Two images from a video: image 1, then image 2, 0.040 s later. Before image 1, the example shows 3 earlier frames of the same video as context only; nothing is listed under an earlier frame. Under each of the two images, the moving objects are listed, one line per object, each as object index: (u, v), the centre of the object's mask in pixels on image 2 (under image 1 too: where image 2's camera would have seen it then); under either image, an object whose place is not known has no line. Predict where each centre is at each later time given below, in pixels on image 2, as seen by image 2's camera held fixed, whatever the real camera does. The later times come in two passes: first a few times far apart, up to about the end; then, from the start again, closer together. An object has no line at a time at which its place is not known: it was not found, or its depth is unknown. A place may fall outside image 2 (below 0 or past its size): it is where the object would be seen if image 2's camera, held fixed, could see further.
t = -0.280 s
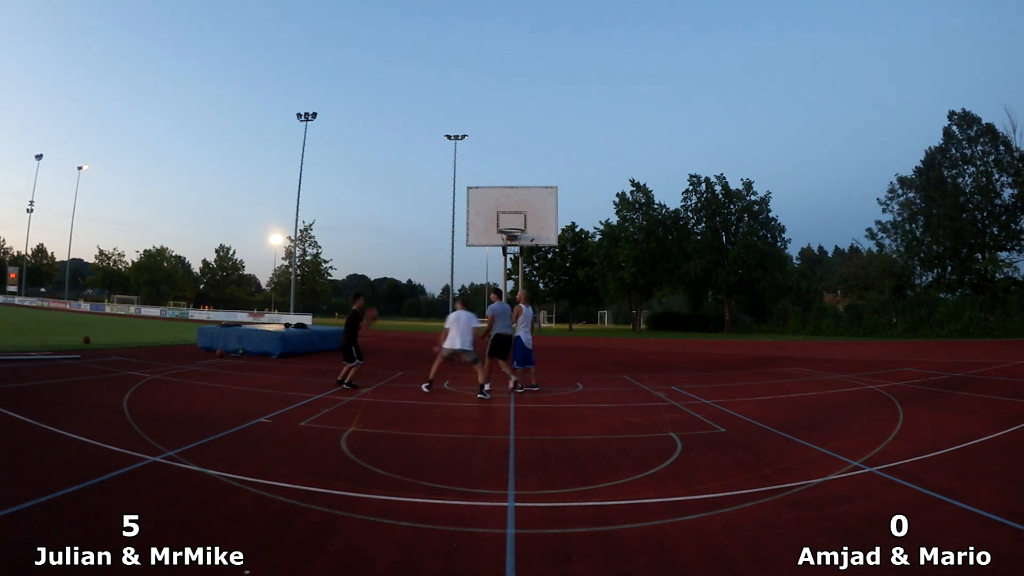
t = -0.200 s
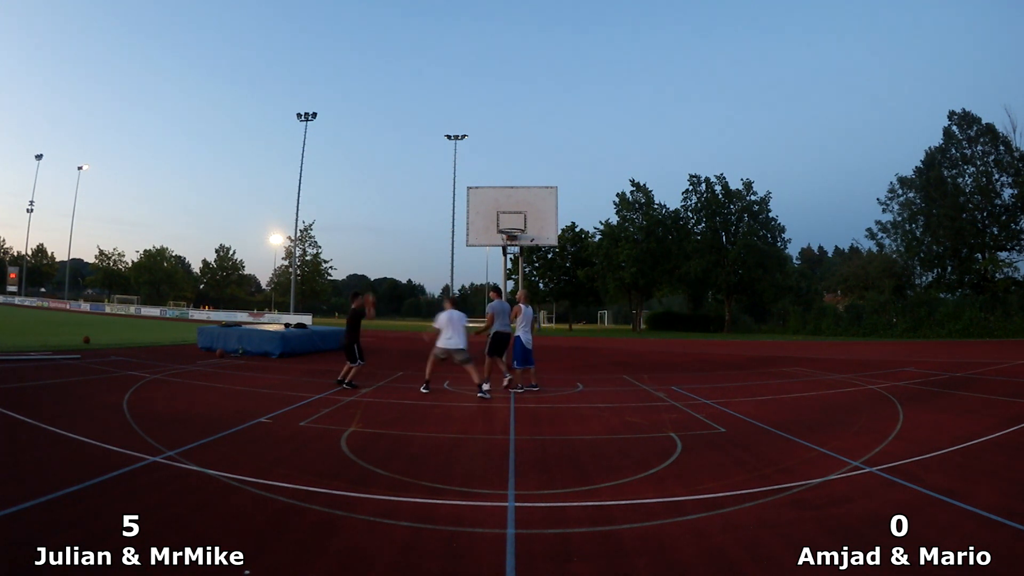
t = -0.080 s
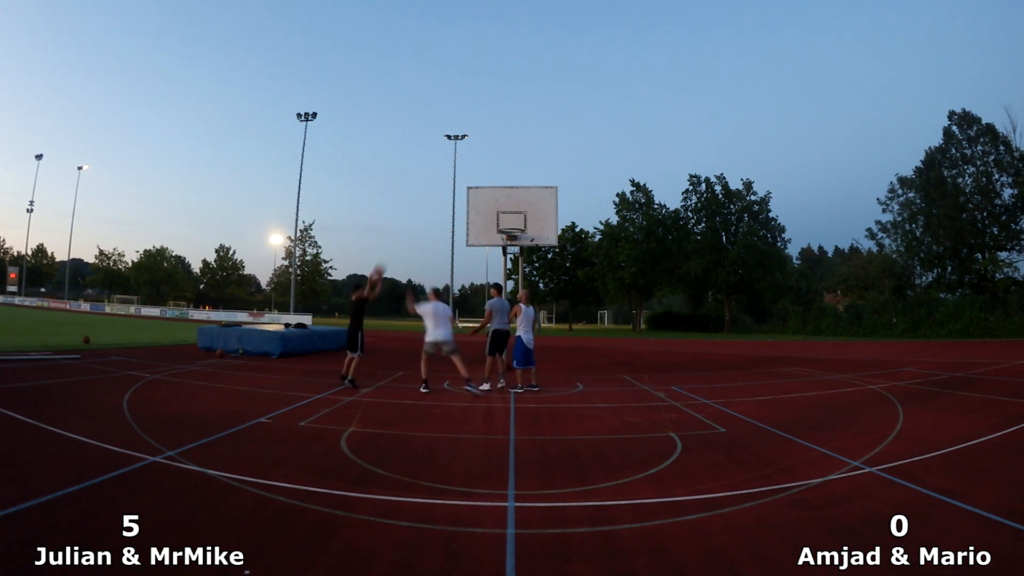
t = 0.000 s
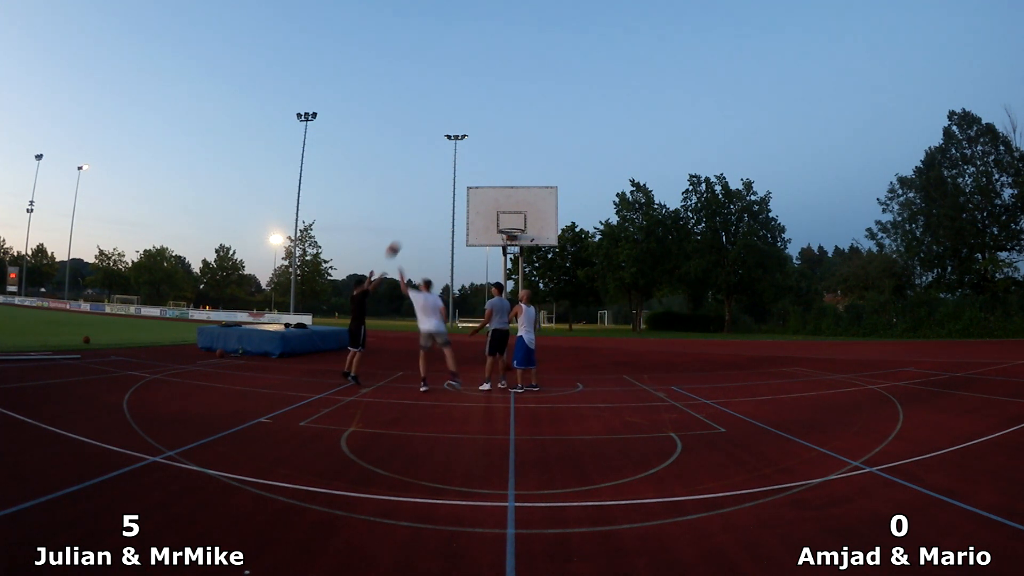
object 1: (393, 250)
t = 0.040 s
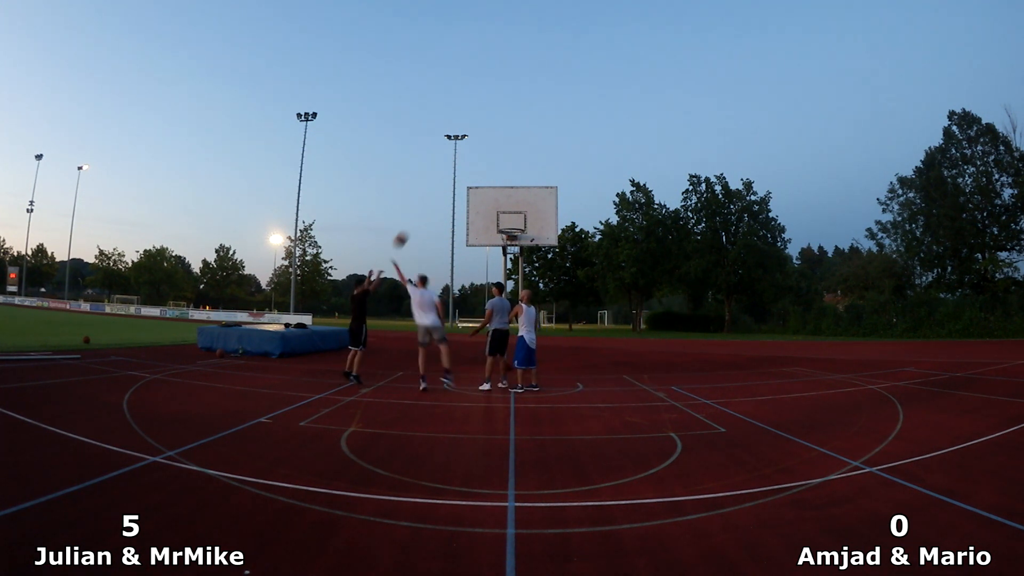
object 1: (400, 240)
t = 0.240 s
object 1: (437, 203)
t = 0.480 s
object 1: (476, 189)
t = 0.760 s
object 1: (504, 206)
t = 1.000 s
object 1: (502, 223)
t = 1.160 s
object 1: (487, 229)
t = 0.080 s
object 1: (408, 231)
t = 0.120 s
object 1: (415, 222)
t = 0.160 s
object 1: (423, 215)
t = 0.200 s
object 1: (430, 209)
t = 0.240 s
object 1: (437, 203)
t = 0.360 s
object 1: (457, 193)
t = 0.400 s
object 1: (464, 190)
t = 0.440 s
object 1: (470, 189)
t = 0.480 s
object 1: (476, 189)
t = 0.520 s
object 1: (480, 189)
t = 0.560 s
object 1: (484, 190)
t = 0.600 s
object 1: (488, 192)
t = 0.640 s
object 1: (492, 194)
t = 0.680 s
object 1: (496, 197)
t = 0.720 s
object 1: (500, 201)
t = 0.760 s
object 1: (504, 206)
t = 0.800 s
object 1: (509, 212)
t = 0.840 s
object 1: (513, 219)
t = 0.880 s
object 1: (515, 224)
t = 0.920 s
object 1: (511, 223)
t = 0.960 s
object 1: (506, 223)
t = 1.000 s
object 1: (502, 223)
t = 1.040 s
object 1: (497, 224)
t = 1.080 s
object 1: (493, 226)
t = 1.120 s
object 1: (490, 227)
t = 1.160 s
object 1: (487, 229)
